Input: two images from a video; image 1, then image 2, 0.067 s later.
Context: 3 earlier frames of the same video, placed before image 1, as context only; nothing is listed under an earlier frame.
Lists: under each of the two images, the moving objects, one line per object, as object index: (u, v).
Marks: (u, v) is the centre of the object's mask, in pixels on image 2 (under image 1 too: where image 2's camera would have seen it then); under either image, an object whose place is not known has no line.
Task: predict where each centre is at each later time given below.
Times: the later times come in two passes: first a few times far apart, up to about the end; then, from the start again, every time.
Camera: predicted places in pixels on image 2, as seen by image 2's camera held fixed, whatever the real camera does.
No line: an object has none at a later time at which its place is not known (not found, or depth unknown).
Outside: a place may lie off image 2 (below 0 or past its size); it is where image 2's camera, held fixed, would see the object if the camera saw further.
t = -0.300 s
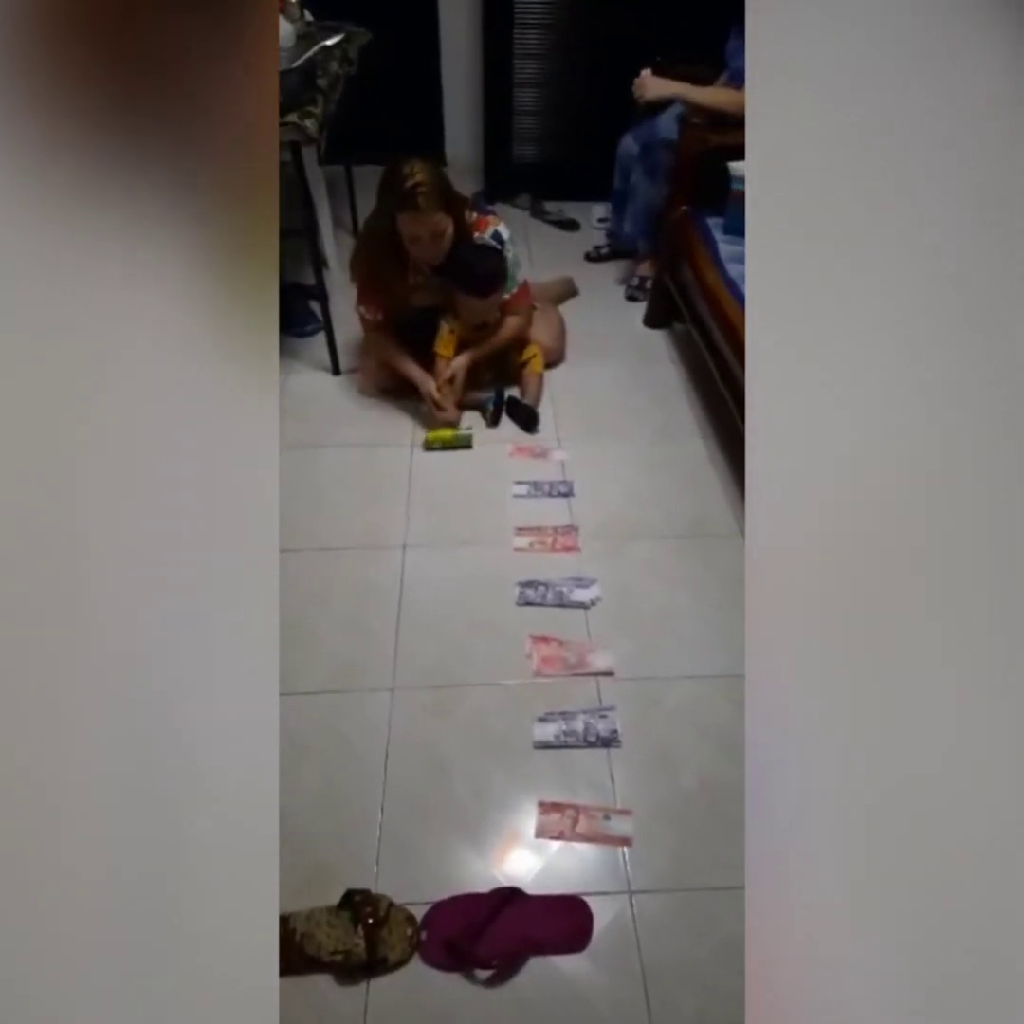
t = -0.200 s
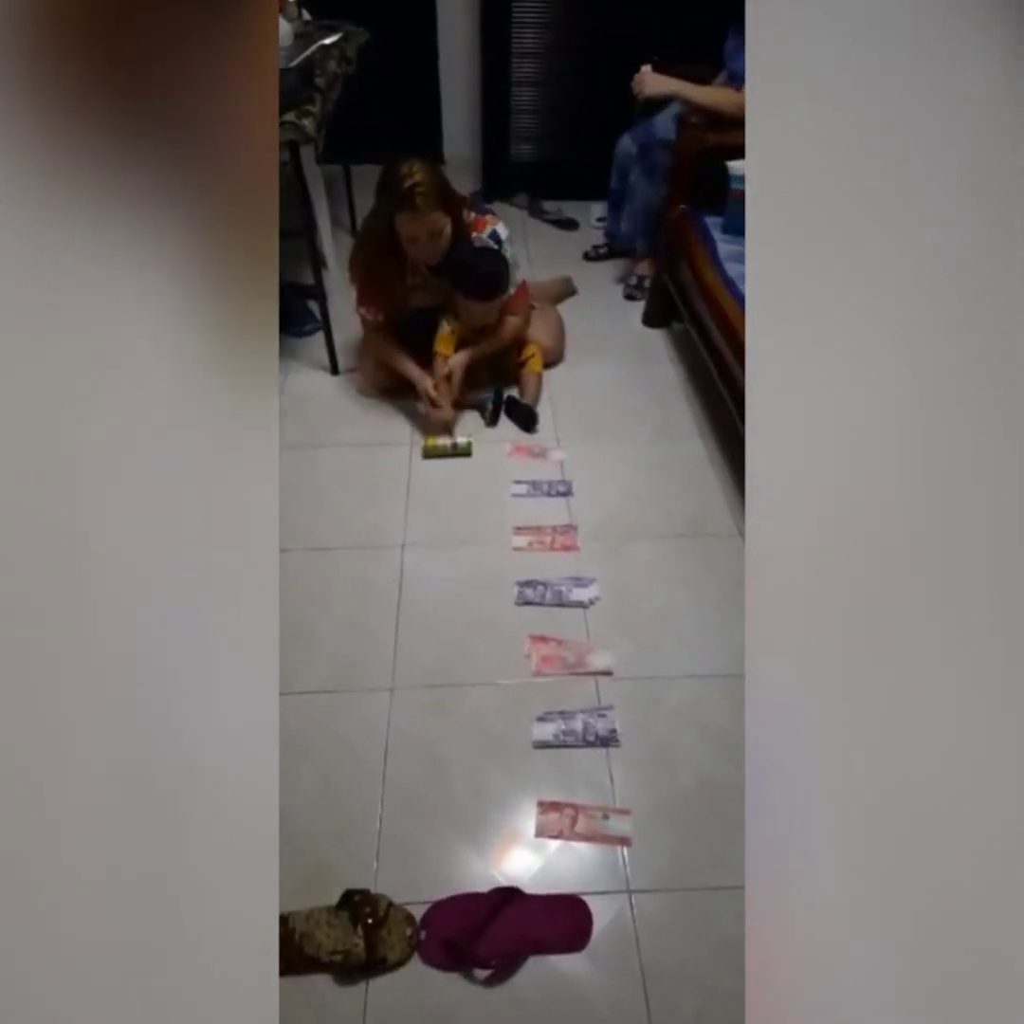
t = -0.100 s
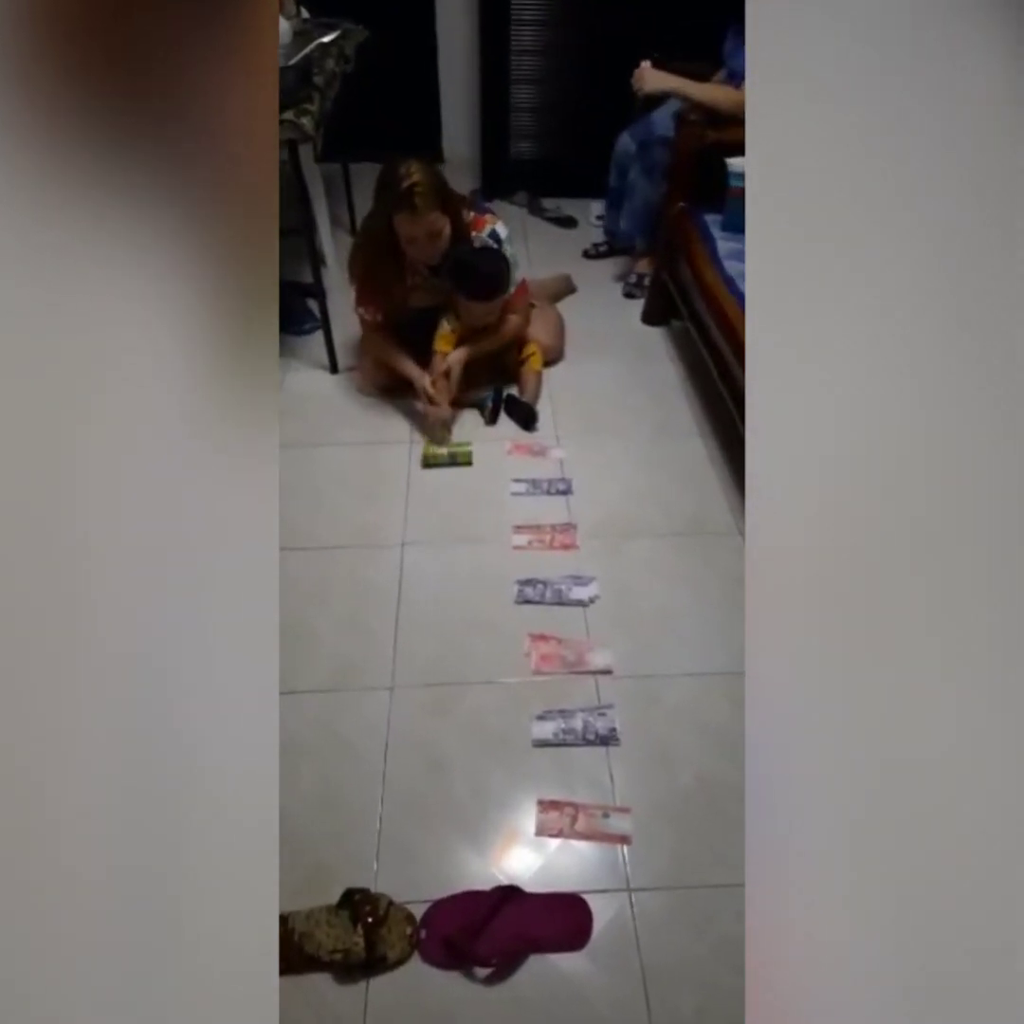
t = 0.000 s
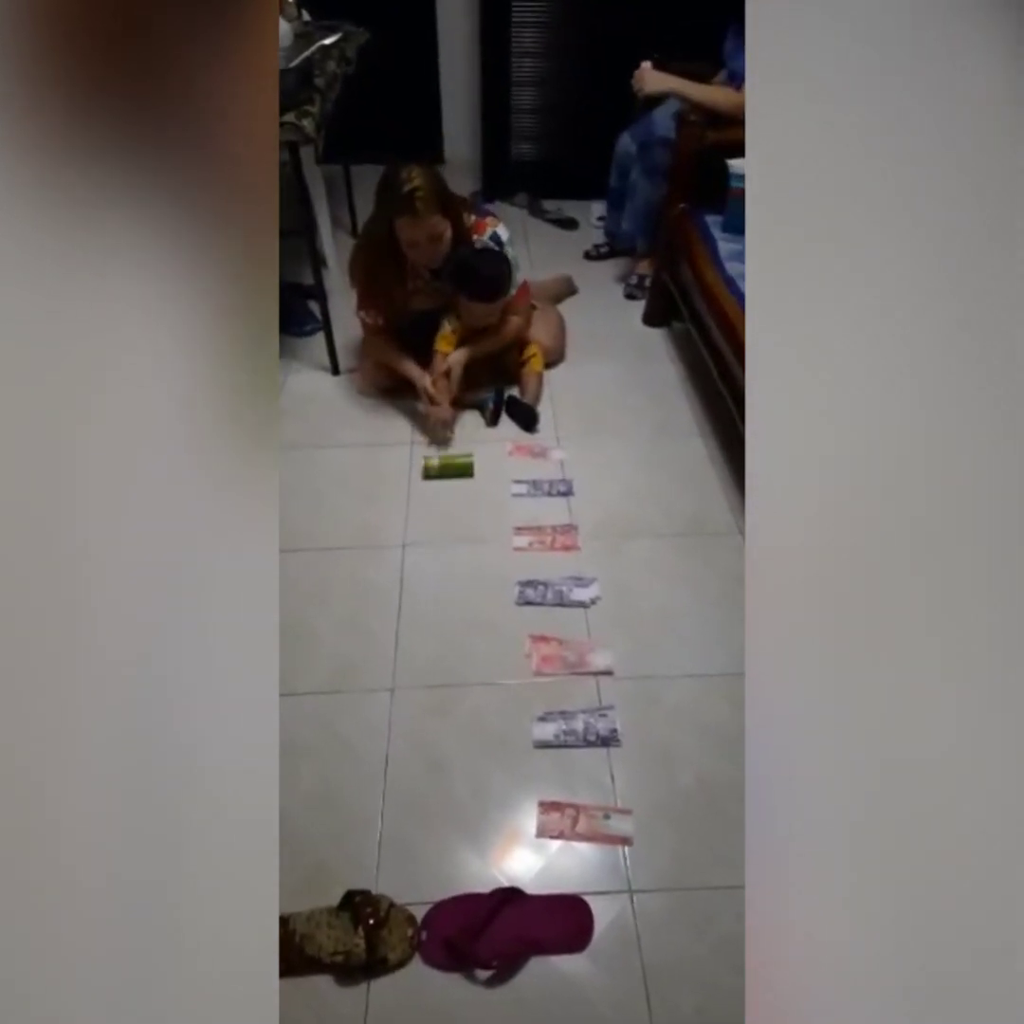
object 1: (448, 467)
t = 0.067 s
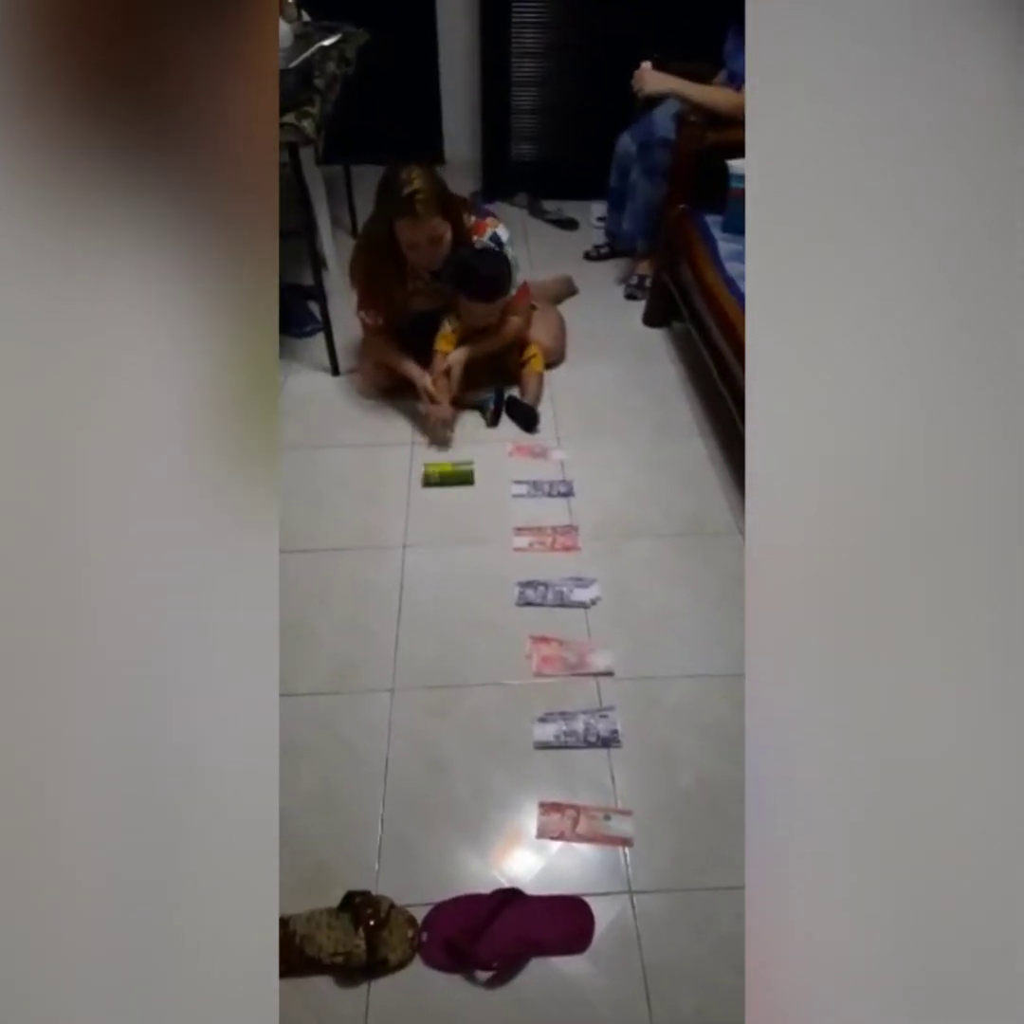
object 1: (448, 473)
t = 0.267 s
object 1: (447, 493)
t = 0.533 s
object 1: (446, 519)
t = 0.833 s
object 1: (444, 546)
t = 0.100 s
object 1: (447, 477)
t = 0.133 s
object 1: (448, 480)
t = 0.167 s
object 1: (447, 484)
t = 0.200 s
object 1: (447, 487)
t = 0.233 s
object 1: (447, 490)
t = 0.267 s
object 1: (447, 493)
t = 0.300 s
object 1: (448, 496)
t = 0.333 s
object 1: (448, 499)
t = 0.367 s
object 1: (448, 503)
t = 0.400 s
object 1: (447, 506)
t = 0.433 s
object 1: (447, 509)
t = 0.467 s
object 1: (447, 512)
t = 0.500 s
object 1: (446, 515)
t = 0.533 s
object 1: (446, 519)
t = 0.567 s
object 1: (446, 522)
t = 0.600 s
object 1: (446, 525)
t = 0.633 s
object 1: (445, 528)
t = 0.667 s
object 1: (445, 531)
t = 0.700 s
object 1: (445, 534)
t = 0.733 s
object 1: (444, 537)
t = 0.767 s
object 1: (444, 540)
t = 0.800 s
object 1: (444, 543)
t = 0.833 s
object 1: (444, 546)
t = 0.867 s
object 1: (443, 549)
